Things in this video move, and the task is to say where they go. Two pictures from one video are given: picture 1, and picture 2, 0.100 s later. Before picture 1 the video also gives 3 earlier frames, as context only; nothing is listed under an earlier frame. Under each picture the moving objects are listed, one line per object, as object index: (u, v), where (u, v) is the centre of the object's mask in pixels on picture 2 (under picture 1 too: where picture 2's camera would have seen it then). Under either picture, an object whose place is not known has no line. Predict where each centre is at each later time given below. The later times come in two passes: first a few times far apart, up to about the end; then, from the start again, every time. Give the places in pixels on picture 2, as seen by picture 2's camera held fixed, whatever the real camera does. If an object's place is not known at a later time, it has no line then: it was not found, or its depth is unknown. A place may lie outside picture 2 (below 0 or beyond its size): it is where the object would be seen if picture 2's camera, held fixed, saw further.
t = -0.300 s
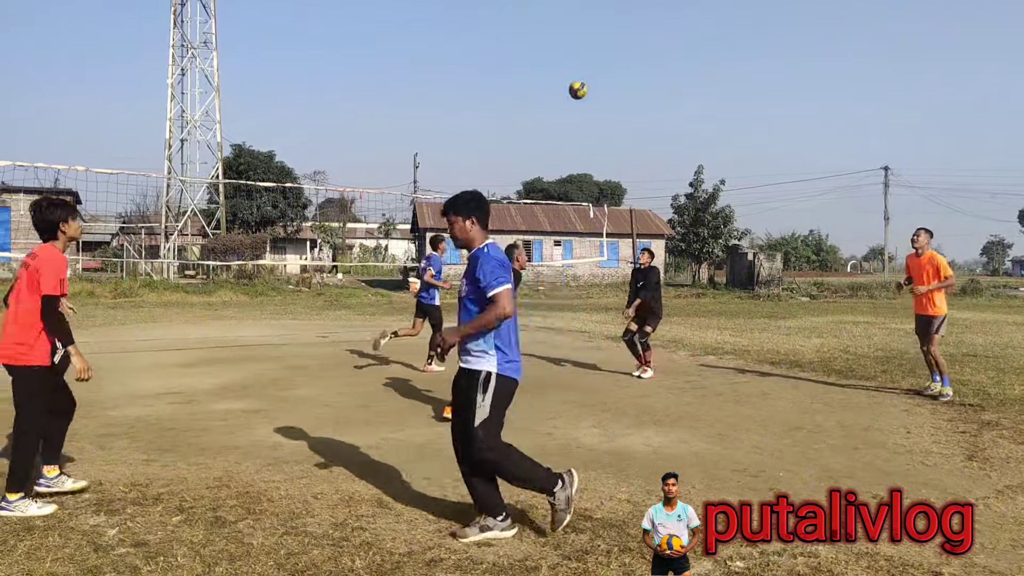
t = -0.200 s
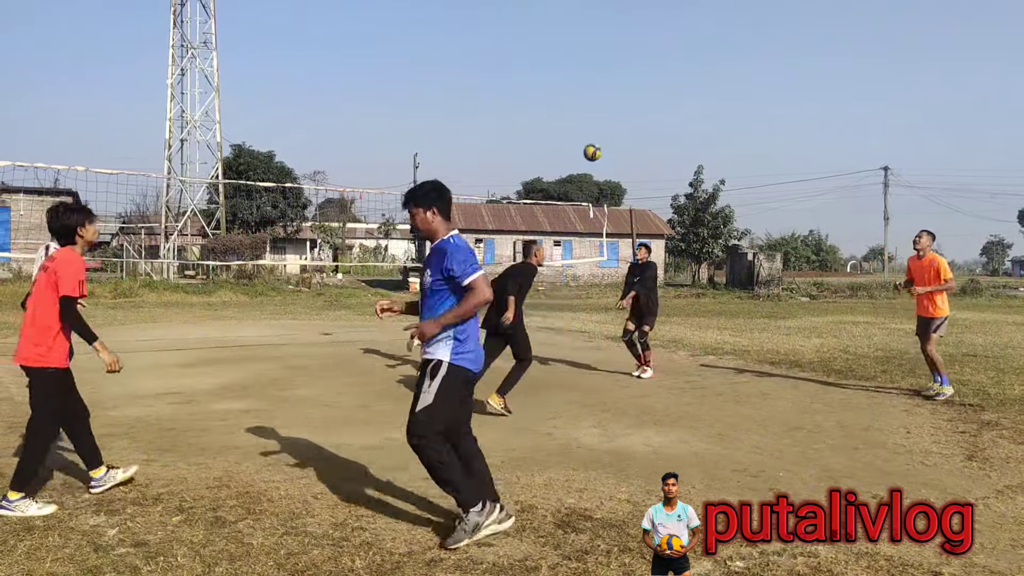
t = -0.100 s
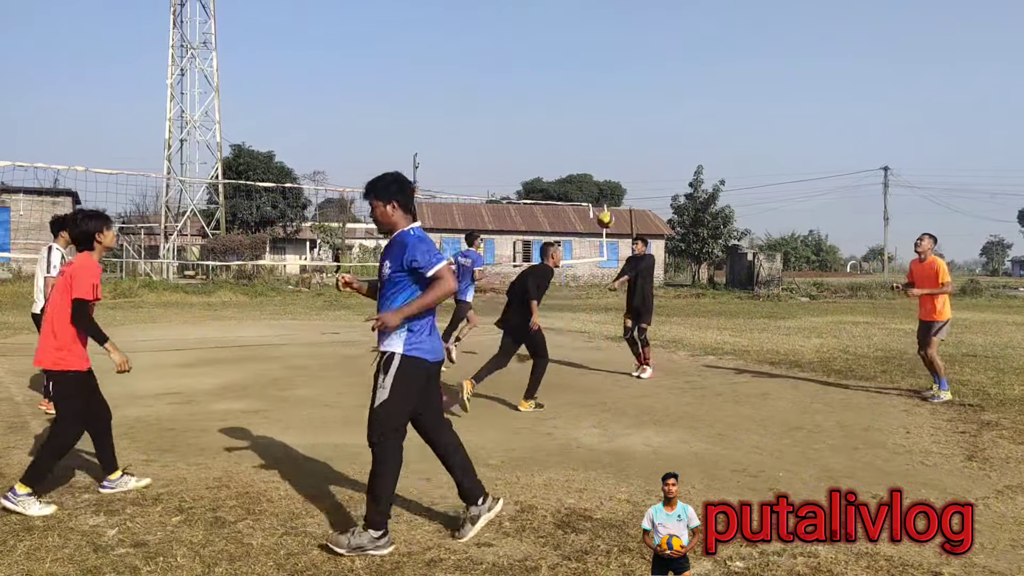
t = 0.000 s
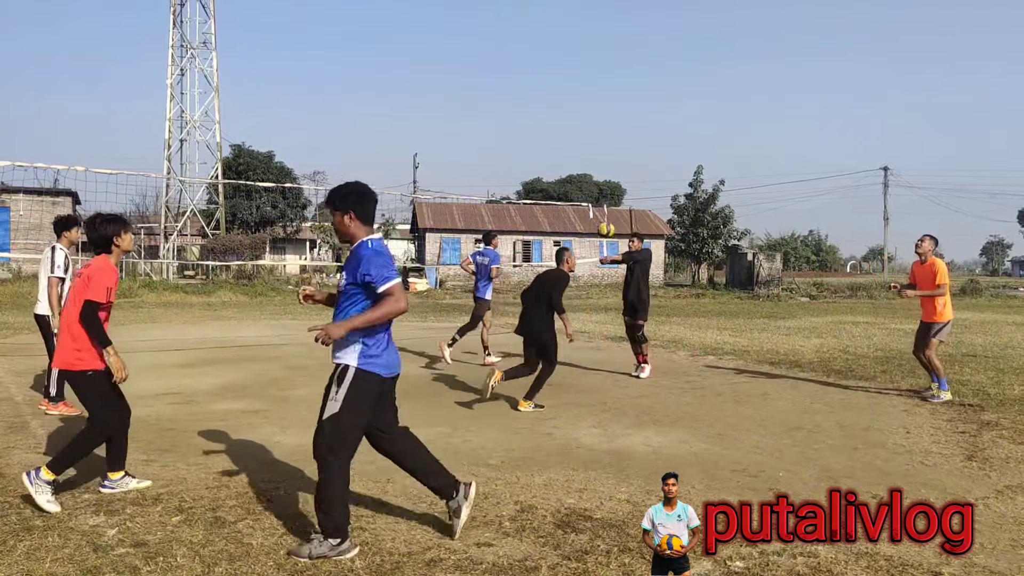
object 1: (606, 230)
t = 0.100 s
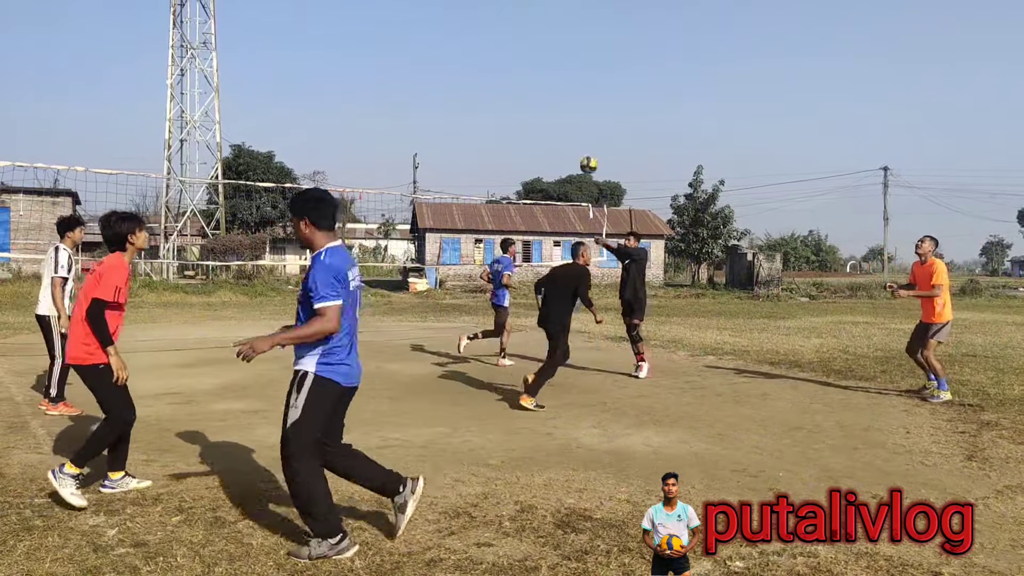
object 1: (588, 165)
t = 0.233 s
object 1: (566, 90)
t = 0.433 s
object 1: (532, 6)
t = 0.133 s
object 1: (583, 145)
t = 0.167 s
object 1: (577, 125)
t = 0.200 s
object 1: (571, 107)
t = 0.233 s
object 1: (566, 90)
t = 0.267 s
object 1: (560, 73)
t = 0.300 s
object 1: (554, 57)
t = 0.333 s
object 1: (548, 42)
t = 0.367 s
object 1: (543, 28)
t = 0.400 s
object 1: (537, 15)
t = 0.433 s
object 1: (532, 6)
